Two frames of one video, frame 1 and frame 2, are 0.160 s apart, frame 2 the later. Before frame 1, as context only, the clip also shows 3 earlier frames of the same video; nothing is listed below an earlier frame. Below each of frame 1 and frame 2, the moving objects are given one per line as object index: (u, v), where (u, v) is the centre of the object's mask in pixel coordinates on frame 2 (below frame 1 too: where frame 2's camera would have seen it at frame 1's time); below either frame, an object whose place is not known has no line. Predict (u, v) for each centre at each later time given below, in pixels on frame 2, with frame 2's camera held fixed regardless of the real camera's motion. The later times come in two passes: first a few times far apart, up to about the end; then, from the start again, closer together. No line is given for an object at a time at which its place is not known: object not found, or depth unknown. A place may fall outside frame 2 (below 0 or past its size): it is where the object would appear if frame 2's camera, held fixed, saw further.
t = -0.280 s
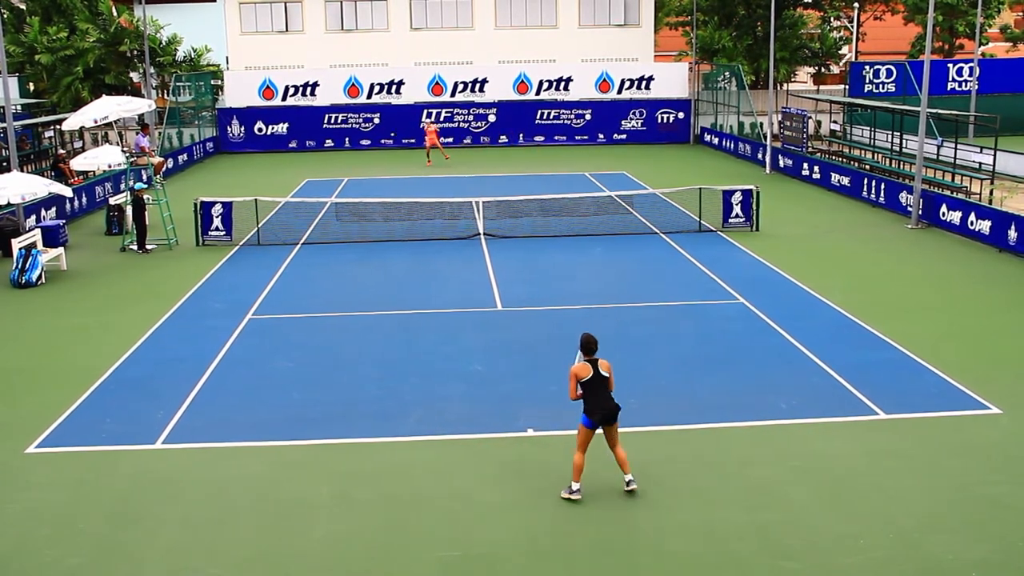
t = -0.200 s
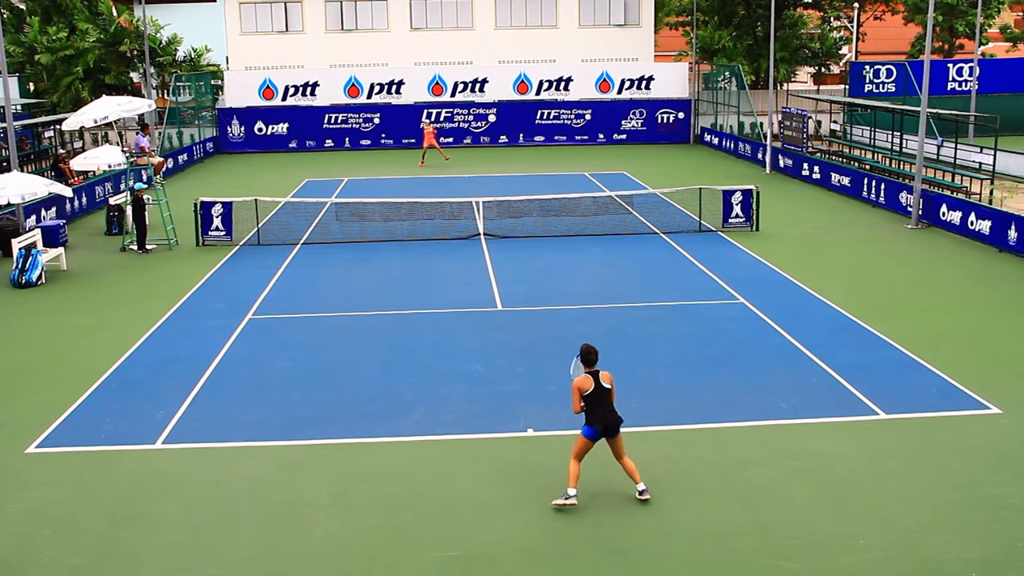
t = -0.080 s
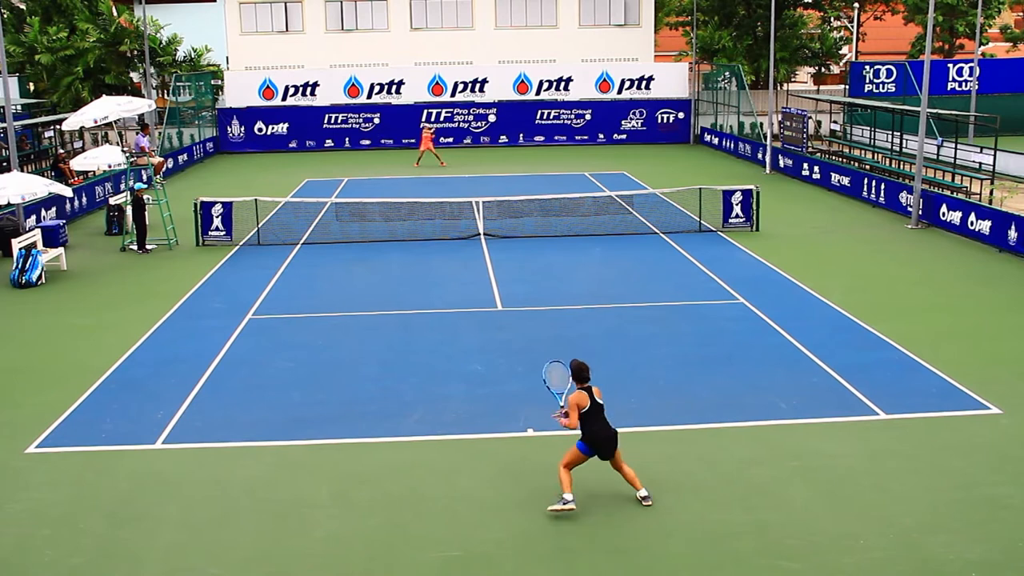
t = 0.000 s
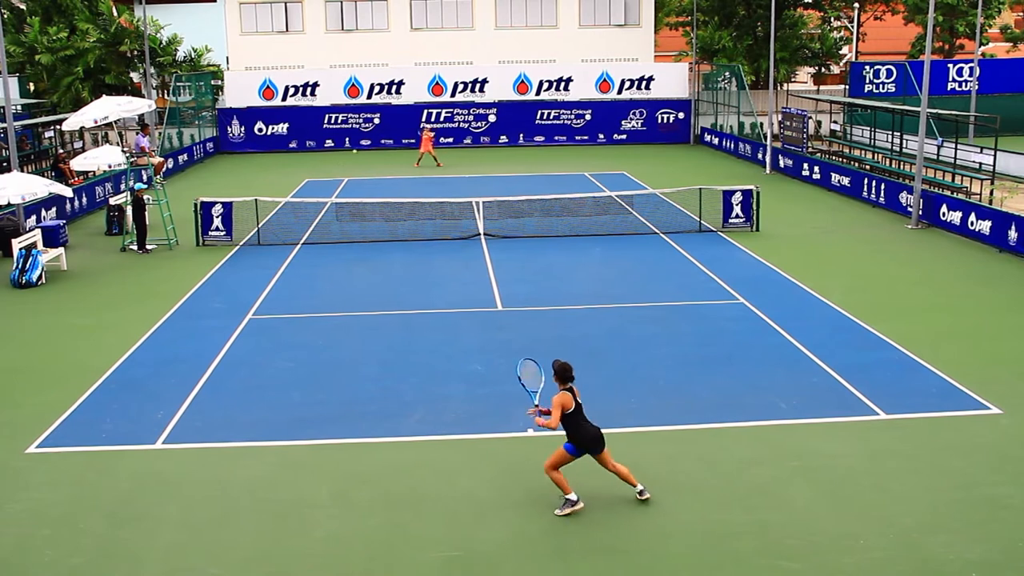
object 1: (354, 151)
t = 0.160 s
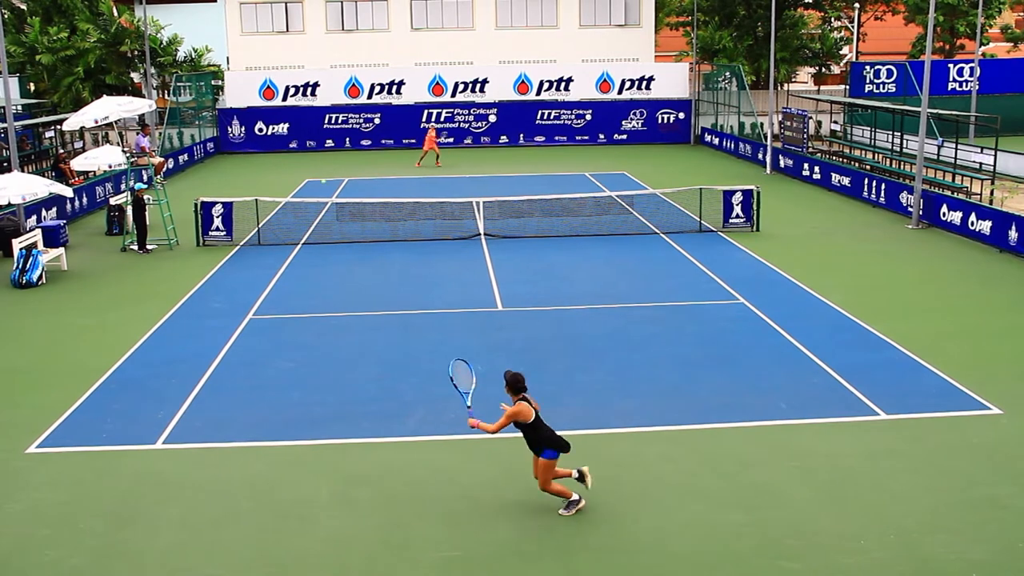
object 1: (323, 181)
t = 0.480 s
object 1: (222, 329)
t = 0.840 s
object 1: (66, 409)
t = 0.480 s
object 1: (222, 329)
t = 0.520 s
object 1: (205, 360)
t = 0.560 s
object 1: (188, 381)
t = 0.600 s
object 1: (174, 380)
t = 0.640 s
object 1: (159, 379)
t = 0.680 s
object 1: (143, 381)
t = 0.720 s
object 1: (126, 385)
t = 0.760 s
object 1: (108, 390)
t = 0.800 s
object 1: (88, 398)
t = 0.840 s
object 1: (66, 409)
